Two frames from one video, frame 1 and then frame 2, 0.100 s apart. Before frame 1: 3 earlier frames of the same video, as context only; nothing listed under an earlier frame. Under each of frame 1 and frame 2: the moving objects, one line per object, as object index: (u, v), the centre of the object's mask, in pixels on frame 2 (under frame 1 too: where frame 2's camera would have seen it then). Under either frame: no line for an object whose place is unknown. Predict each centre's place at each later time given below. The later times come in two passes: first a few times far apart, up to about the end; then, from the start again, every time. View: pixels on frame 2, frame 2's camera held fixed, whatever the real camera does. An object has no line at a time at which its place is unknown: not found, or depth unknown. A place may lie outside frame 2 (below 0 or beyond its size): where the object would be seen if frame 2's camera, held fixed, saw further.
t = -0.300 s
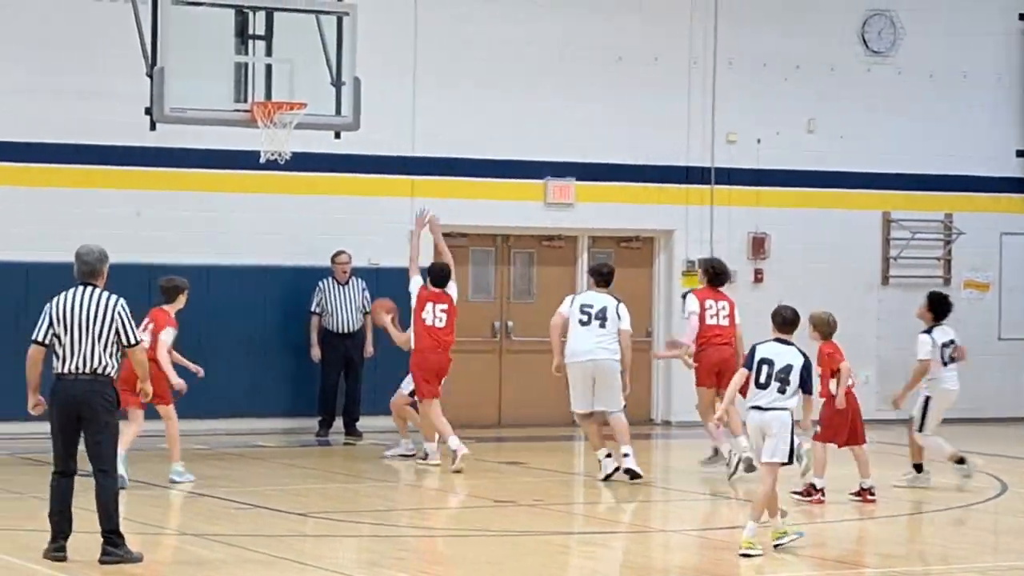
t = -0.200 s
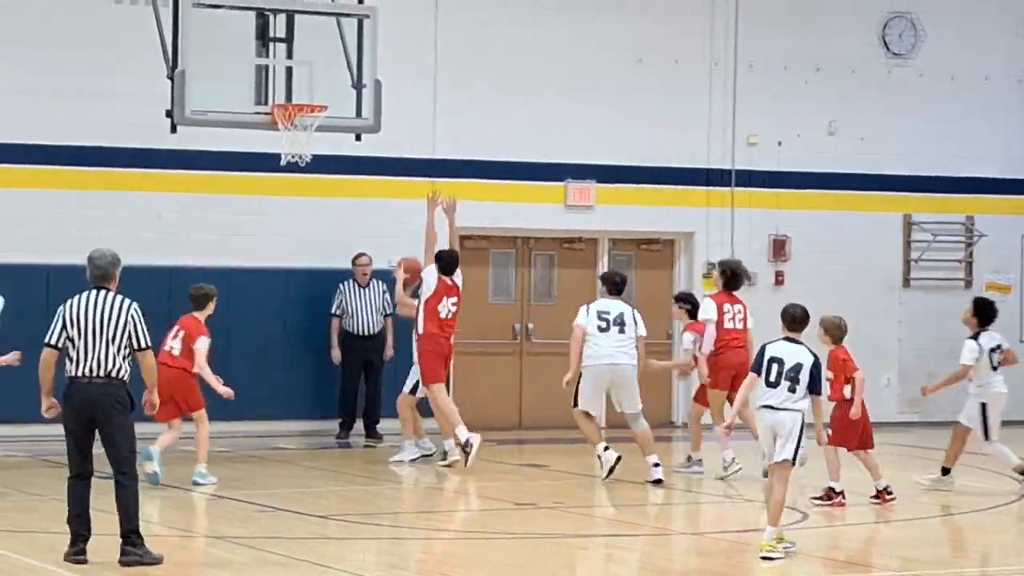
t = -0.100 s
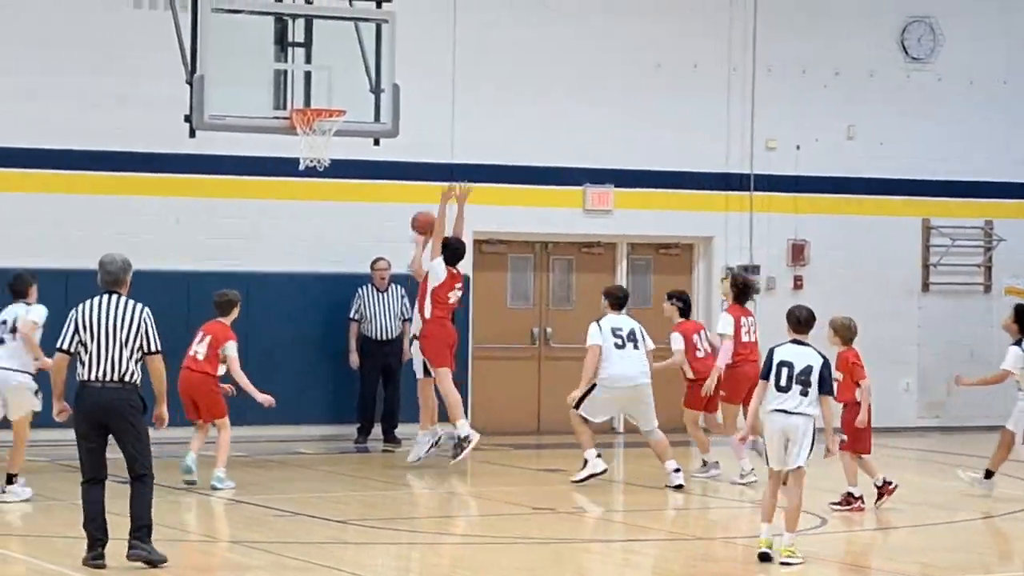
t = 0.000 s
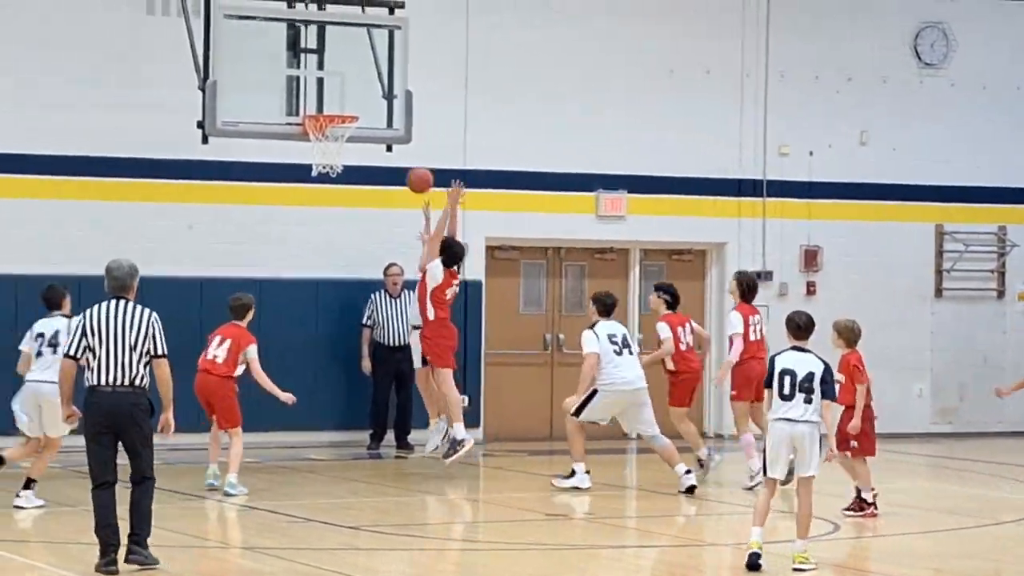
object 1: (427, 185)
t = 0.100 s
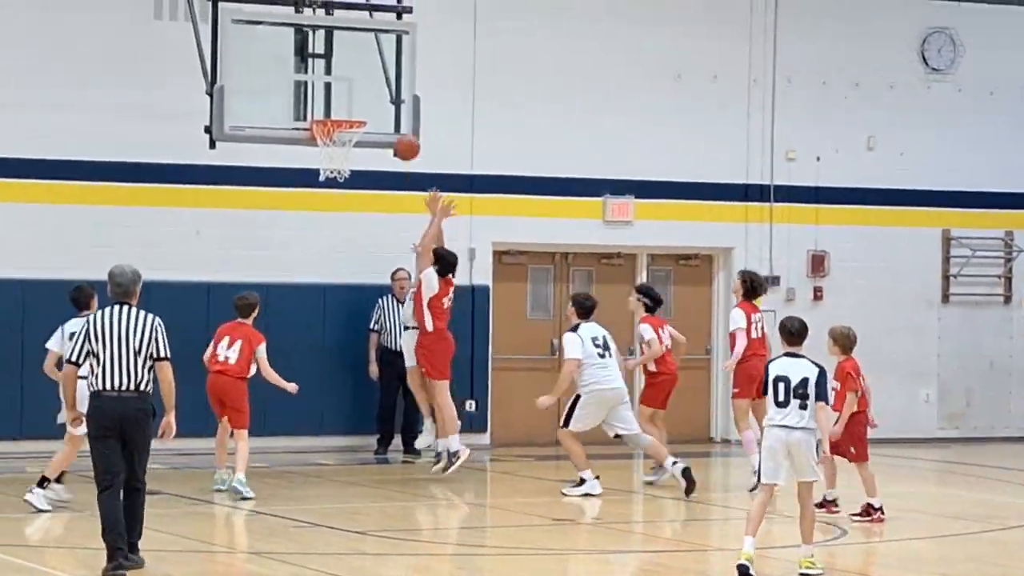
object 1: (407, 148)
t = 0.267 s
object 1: (373, 109)
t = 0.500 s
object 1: (323, 107)
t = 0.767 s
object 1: (323, 105)
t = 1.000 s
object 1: (328, 106)
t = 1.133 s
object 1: (328, 109)
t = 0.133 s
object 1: (400, 138)
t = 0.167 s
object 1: (393, 129)
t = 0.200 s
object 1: (387, 121)
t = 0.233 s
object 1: (379, 114)
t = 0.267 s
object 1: (373, 109)
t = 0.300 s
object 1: (366, 105)
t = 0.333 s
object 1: (359, 102)
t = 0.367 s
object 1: (352, 101)
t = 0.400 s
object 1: (345, 100)
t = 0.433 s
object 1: (337, 101)
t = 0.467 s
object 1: (331, 104)
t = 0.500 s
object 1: (323, 107)
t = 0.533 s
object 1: (320, 107)
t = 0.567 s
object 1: (320, 104)
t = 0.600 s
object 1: (321, 101)
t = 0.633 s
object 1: (321, 99)
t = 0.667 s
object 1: (322, 99)
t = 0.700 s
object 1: (322, 100)
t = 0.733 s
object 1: (322, 102)
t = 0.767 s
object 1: (323, 105)
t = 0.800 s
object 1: (324, 105)
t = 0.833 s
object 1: (324, 102)
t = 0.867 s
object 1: (325, 100)
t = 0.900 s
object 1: (326, 100)
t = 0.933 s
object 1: (327, 101)
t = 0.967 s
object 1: (327, 103)
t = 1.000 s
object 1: (328, 106)
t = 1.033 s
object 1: (328, 106)
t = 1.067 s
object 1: (328, 106)
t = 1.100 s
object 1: (328, 107)
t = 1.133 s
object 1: (328, 109)
